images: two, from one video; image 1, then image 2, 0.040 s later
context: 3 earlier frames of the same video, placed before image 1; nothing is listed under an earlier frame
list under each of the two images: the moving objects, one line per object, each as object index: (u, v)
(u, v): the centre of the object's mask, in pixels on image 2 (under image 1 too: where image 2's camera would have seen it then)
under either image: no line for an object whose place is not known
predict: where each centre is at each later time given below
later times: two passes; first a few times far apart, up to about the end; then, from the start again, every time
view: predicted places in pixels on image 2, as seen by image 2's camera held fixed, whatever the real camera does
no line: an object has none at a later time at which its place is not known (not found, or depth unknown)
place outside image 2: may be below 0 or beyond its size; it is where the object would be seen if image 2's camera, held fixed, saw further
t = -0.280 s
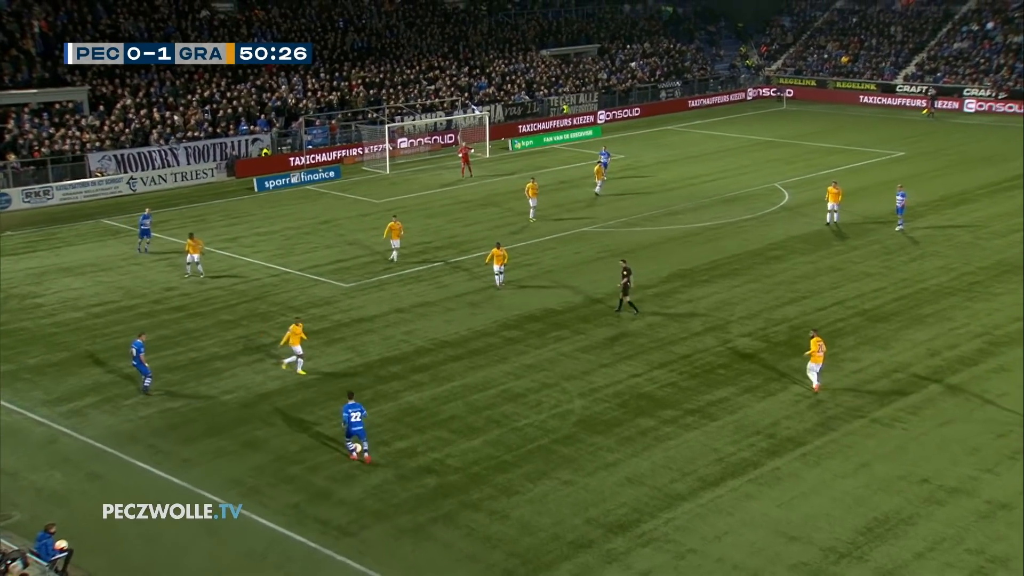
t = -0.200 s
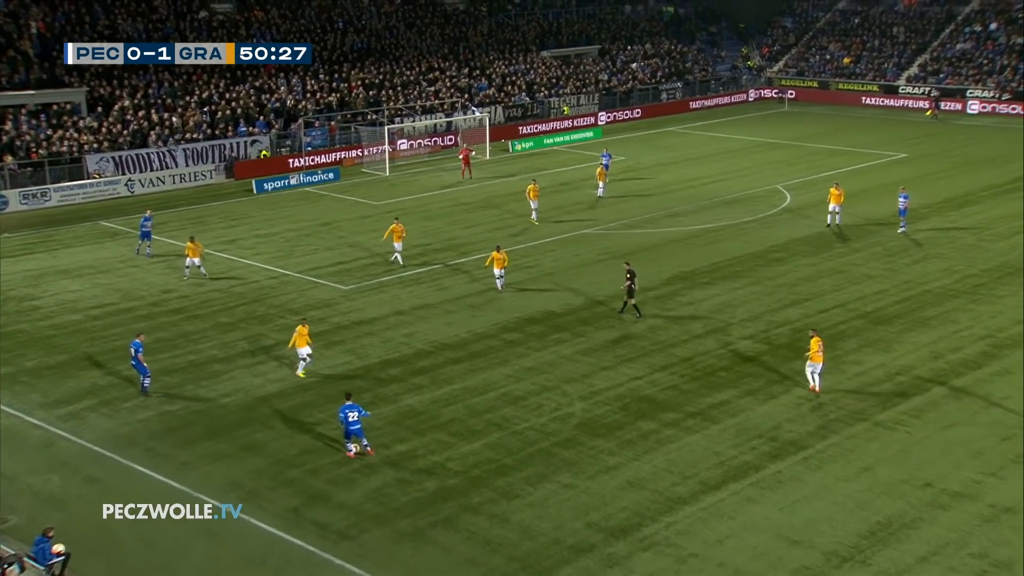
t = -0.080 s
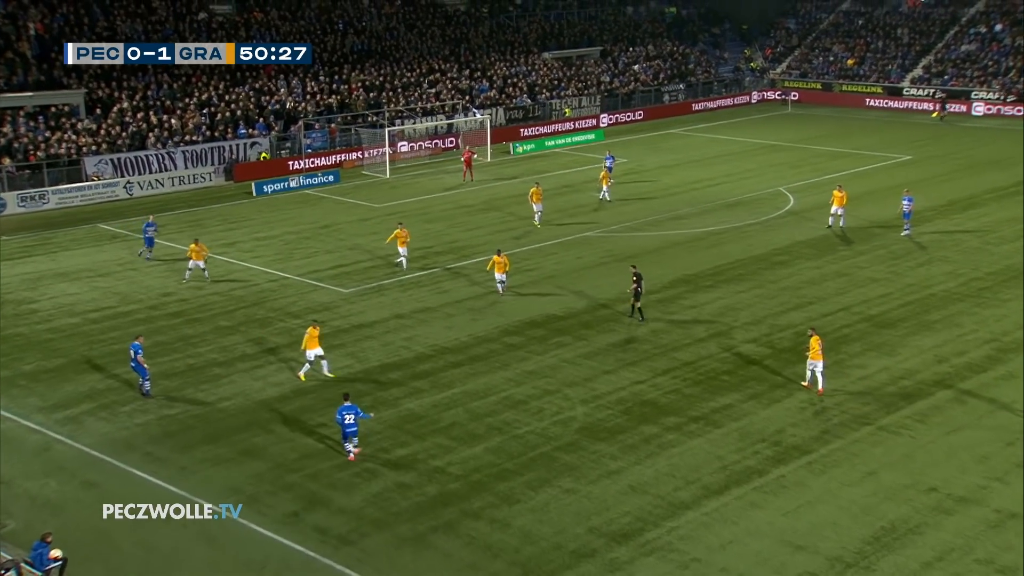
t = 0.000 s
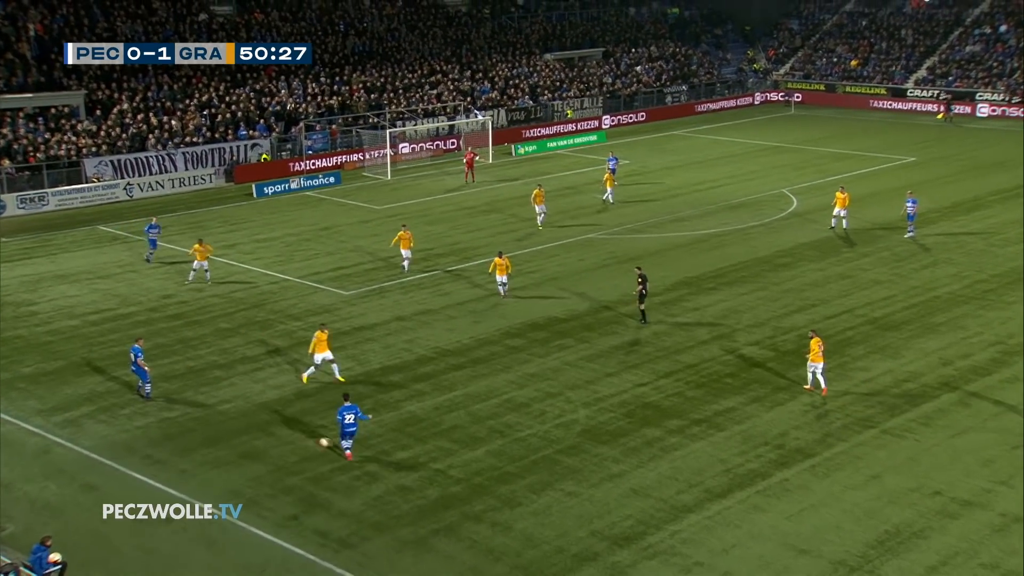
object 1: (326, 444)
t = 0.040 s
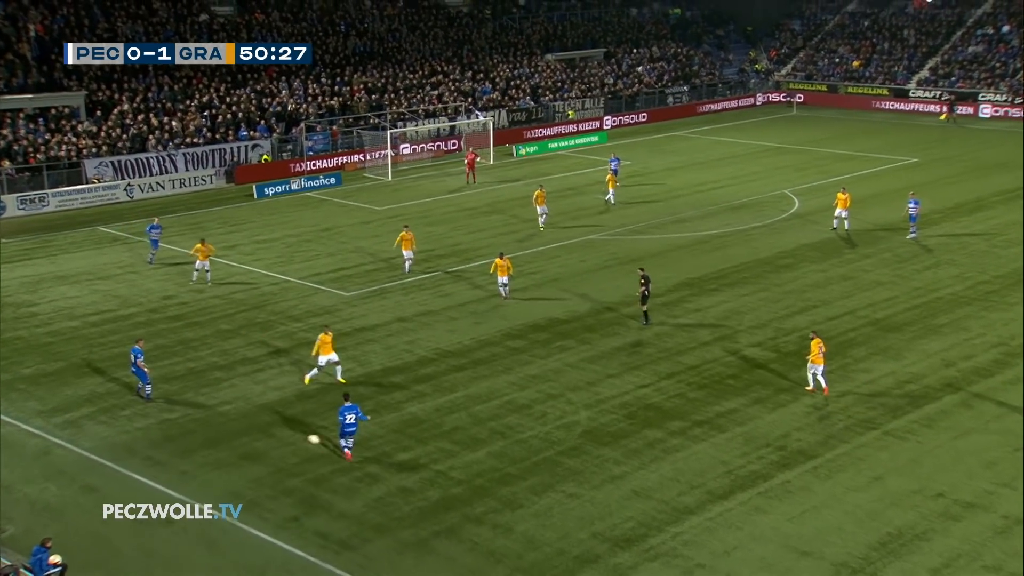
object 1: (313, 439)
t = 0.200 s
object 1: (268, 424)
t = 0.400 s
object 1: (220, 409)
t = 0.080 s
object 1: (302, 435)
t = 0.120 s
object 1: (290, 432)
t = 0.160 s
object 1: (279, 428)
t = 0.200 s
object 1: (268, 424)
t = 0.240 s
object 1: (257, 421)
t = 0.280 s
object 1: (248, 418)
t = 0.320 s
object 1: (238, 414)
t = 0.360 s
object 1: (229, 411)
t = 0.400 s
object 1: (220, 409)
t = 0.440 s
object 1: (211, 406)
